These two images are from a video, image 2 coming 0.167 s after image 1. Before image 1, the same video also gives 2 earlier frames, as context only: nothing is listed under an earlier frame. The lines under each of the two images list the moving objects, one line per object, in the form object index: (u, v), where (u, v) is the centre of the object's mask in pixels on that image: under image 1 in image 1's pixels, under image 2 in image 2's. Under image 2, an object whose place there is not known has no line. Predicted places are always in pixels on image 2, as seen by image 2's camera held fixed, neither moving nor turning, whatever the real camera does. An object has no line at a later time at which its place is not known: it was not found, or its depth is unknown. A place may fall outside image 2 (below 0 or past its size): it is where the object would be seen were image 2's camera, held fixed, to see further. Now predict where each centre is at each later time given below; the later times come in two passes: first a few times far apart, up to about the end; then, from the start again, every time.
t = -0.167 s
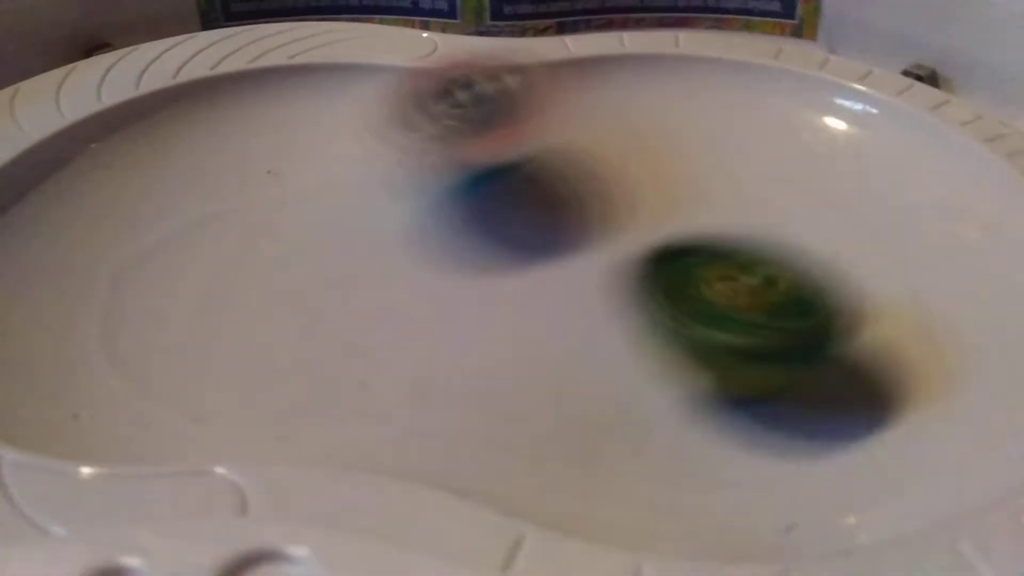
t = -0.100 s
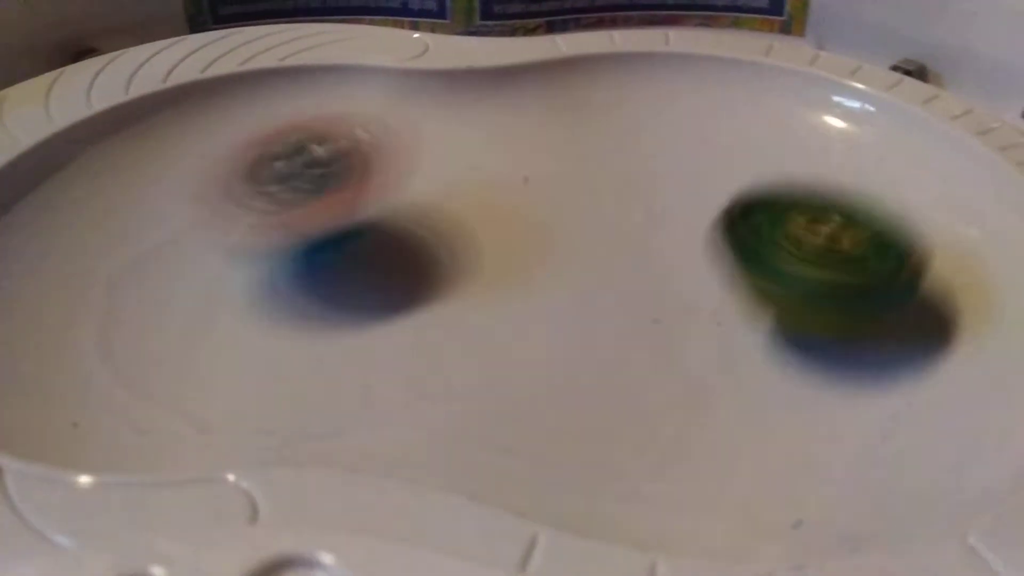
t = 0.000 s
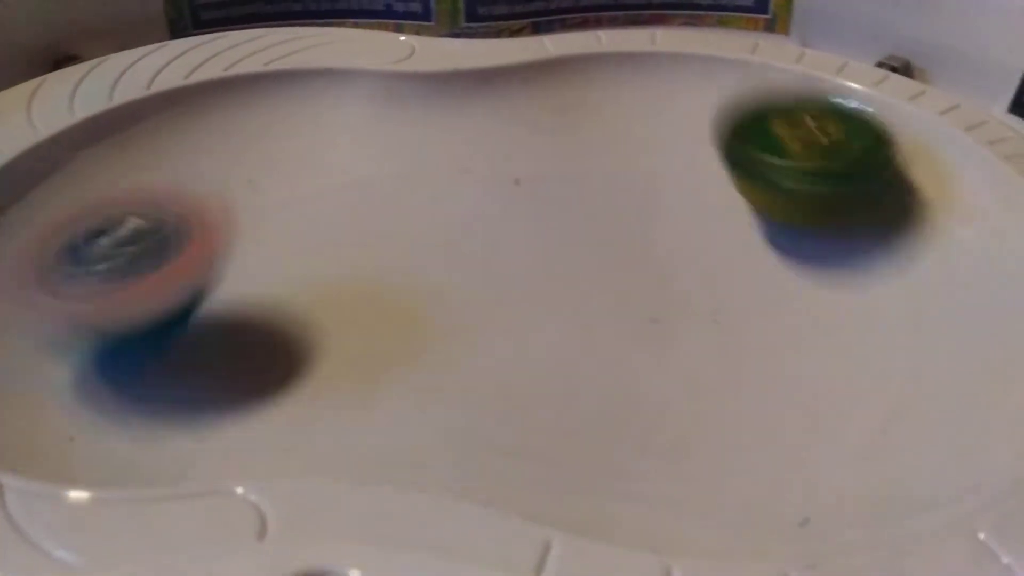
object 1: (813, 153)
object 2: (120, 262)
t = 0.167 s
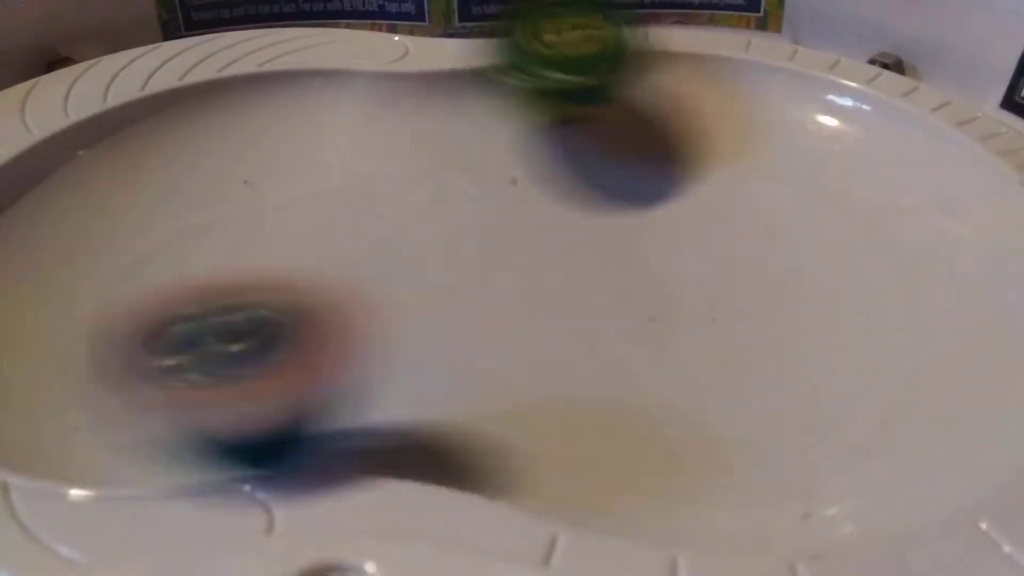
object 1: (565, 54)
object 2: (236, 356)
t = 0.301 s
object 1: (313, 152)
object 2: (617, 326)
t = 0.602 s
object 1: (304, 320)
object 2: (681, 72)
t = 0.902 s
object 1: (892, 283)
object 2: (94, 259)
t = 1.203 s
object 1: (599, 114)
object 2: (757, 328)
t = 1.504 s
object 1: (307, 234)
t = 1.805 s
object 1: (418, 293)
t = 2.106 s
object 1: (641, 235)
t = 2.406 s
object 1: (561, 142)
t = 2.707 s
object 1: (235, 179)
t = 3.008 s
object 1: (229, 283)
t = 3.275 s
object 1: (396, 288)
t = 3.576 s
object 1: (284, 270)
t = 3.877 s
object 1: (148, 169)
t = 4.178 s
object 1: (219, 194)
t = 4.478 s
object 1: (458, 216)
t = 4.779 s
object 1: (672, 303)
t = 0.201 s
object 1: (506, 70)
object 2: (331, 355)
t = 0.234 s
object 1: (440, 95)
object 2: (427, 345)
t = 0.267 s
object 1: (380, 123)
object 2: (532, 333)
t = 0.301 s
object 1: (313, 152)
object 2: (617, 326)
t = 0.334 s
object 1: (263, 177)
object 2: (699, 312)
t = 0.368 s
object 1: (222, 198)
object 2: (759, 291)
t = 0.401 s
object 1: (190, 219)
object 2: (798, 265)
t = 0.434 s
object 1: (177, 240)
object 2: (819, 232)
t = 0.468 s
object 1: (176, 261)
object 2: (822, 199)
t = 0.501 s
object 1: (191, 283)
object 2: (808, 163)
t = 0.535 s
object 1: (217, 299)
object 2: (777, 131)
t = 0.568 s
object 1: (253, 312)
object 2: (734, 98)
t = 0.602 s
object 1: (304, 320)
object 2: (681, 72)
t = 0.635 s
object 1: (368, 324)
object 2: (621, 52)
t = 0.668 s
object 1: (447, 327)
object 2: (563, 45)
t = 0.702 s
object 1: (523, 336)
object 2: (495, 56)
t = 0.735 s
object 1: (607, 349)
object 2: (415, 89)
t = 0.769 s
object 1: (689, 361)
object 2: (332, 124)
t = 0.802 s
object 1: (761, 358)
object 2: (257, 156)
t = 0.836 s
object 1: (822, 343)
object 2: (195, 180)
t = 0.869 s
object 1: (865, 318)
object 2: (130, 226)
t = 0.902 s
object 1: (892, 283)
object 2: (94, 259)
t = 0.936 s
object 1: (899, 250)
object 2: (86, 300)
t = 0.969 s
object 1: (886, 216)
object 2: (93, 341)
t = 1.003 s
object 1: (859, 185)
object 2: (135, 370)
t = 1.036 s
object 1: (824, 160)
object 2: (243, 352)
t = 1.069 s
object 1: (780, 140)
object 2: (331, 352)
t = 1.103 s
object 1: (735, 125)
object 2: (457, 349)
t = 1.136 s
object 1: (688, 117)
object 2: (558, 347)
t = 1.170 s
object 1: (640, 112)
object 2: (657, 343)
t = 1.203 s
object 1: (599, 114)
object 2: (757, 328)
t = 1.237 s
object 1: (560, 123)
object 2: (816, 304)
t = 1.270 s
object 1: (525, 134)
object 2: (850, 272)
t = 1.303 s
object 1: (483, 151)
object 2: (864, 236)
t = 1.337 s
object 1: (440, 167)
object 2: (862, 199)
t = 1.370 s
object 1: (398, 182)
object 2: (838, 160)
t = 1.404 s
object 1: (365, 196)
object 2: (798, 123)
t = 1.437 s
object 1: (340, 208)
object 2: (752, 92)
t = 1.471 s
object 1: (321, 222)
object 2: (689, 74)
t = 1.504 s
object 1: (307, 234)
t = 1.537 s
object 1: (297, 247)
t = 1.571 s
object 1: (293, 259)
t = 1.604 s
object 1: (294, 269)
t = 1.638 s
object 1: (299, 278)
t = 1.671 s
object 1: (314, 281)
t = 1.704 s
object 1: (333, 289)
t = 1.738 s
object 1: (360, 293)
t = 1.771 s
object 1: (388, 294)
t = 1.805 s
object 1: (418, 293)
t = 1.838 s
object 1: (453, 292)
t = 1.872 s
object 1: (489, 289)
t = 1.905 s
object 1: (524, 286)
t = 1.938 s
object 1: (556, 282)
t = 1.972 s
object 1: (583, 277)
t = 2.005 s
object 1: (607, 262)
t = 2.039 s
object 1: (618, 253)
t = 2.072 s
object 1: (628, 244)
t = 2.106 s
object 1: (641, 235)
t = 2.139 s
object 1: (651, 223)
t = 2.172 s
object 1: (658, 211)
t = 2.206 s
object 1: (663, 199)
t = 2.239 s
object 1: (664, 187)
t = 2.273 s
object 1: (653, 172)
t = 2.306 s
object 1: (637, 160)
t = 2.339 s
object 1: (619, 151)
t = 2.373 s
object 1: (601, 145)
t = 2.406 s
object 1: (561, 142)
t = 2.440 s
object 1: (515, 145)
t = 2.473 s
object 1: (470, 149)
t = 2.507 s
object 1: (428, 153)
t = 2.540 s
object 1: (384, 156)
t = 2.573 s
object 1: (346, 161)
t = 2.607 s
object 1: (311, 164)
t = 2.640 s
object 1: (283, 168)
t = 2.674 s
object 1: (258, 173)
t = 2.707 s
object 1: (235, 179)
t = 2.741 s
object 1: (214, 188)
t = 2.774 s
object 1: (197, 199)
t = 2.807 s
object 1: (183, 213)
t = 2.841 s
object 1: (174, 228)
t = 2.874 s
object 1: (171, 245)
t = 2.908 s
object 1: (175, 260)
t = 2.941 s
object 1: (187, 271)
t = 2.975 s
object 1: (205, 279)
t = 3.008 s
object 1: (229, 283)
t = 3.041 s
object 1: (256, 285)
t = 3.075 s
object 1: (286, 286)
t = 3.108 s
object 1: (319, 285)
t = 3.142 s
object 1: (352, 284)
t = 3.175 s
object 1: (386, 282)
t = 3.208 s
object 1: (421, 280)
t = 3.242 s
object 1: (429, 282)
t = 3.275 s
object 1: (396, 288)
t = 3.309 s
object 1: (371, 296)
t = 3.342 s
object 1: (357, 306)
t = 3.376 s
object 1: (348, 307)
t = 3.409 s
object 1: (341, 305)
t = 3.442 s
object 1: (332, 302)
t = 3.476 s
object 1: (323, 297)
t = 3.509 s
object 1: (313, 290)
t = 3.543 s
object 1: (300, 281)
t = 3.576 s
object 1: (284, 270)
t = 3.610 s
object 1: (268, 258)
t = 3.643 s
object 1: (251, 245)
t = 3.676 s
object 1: (233, 231)
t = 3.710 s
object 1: (215, 216)
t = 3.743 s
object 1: (200, 204)
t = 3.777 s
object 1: (187, 193)
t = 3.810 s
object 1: (174, 183)
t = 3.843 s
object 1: (161, 174)
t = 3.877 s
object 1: (148, 169)
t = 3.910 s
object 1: (139, 166)
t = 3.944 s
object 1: (134, 164)
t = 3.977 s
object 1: (133, 165)
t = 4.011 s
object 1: (136, 170)
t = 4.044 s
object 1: (145, 174)
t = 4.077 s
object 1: (158, 187)
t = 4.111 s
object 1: (175, 194)
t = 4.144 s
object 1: (195, 194)
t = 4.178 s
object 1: (219, 194)
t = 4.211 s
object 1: (248, 194)
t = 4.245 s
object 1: (277, 194)
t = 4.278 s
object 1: (308, 192)
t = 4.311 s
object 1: (337, 193)
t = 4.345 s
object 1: (365, 194)
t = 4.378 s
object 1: (392, 196)
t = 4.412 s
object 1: (421, 203)
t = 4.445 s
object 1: (441, 207)
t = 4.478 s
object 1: (458, 216)
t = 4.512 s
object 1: (478, 223)
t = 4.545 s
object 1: (500, 232)
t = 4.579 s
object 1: (524, 240)
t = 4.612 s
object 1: (554, 250)
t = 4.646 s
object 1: (586, 263)
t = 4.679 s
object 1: (613, 274)
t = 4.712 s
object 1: (628, 284)
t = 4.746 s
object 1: (648, 293)
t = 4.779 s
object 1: (672, 303)
